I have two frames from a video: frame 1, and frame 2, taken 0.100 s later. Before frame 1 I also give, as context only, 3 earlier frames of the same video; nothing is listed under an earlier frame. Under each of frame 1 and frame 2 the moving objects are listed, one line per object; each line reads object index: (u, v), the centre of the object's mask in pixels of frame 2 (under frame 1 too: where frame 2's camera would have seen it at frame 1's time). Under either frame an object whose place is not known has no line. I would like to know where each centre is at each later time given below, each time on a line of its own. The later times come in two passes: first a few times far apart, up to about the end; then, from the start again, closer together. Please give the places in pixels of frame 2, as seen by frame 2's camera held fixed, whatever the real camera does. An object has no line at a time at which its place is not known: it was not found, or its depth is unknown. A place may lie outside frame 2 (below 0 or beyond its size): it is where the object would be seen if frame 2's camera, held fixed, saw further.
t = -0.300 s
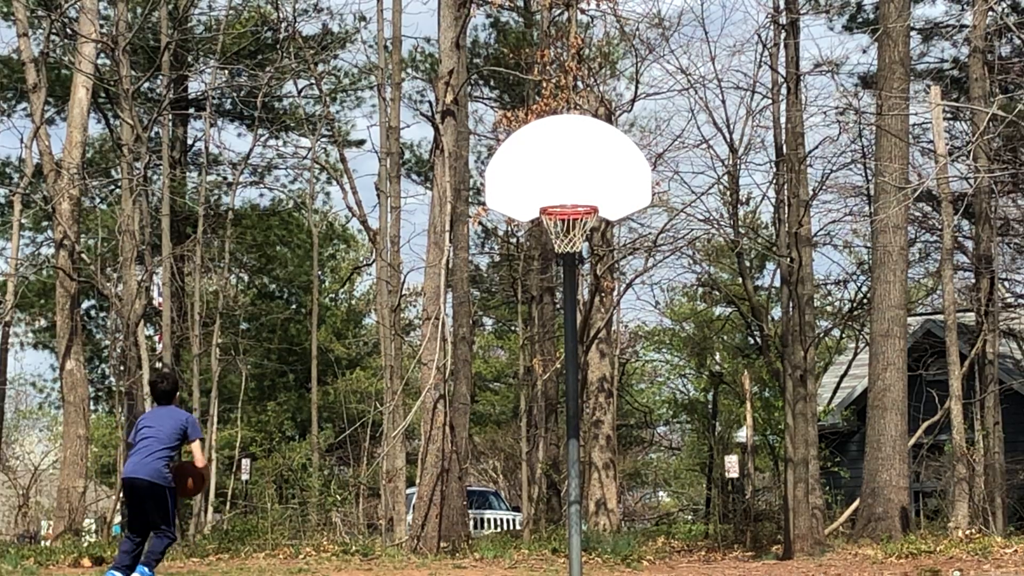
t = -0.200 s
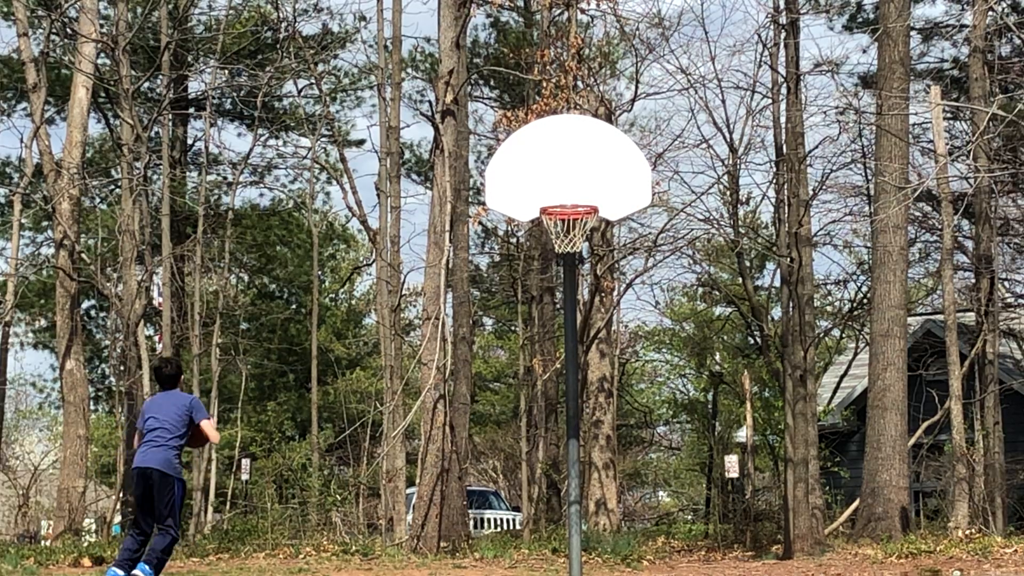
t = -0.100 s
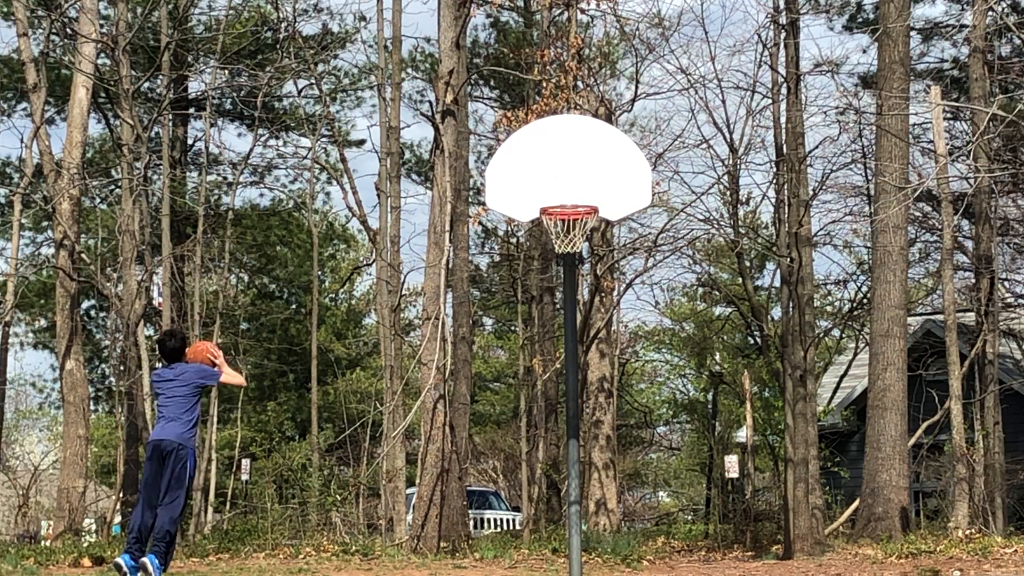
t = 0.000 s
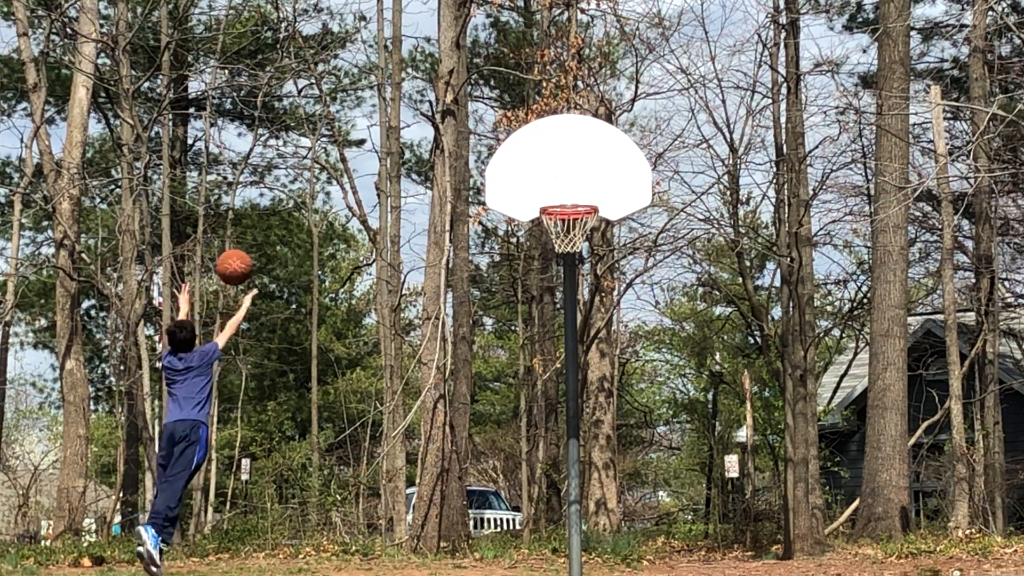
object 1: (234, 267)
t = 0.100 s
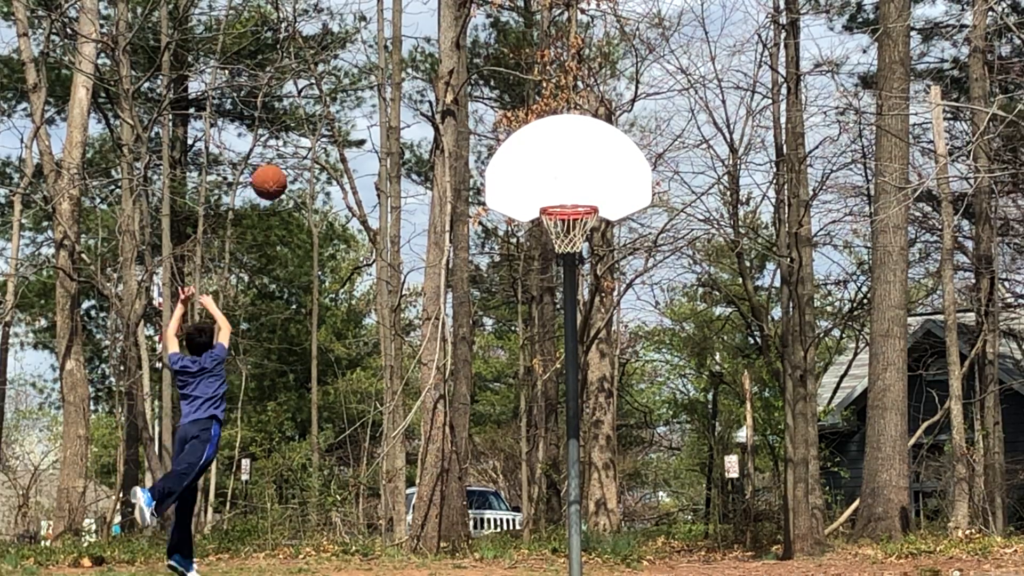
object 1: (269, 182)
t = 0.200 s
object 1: (302, 115)
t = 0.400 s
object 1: (364, 31)
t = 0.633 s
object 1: (429, 9)
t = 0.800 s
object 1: (473, 29)
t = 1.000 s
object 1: (521, 100)
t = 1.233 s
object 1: (569, 206)
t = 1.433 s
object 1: (574, 228)
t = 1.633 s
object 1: (567, 245)
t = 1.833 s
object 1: (562, 314)
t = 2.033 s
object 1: (558, 431)
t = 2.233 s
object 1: (555, 547)
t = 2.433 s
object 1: (545, 431)
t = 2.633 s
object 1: (537, 365)
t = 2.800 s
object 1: (531, 348)
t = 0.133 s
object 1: (281, 157)
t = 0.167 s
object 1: (291, 135)
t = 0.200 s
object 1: (302, 115)
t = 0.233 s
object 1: (313, 96)
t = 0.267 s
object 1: (324, 79)
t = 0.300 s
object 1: (334, 65)
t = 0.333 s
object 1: (344, 52)
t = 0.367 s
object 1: (354, 41)
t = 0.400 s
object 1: (364, 31)
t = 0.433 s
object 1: (374, 22)
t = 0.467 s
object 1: (383, 16)
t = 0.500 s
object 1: (393, 13)
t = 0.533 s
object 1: (402, 11)
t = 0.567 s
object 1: (411, 9)
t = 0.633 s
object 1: (429, 9)
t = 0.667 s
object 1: (438, 10)
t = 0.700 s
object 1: (447, 13)
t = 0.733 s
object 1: (455, 16)
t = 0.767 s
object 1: (464, 22)
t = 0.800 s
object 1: (473, 29)
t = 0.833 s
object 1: (481, 38)
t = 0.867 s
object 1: (489, 48)
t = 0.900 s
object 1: (497, 59)
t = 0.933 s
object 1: (506, 71)
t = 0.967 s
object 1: (513, 85)
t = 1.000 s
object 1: (521, 100)
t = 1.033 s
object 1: (529, 116)
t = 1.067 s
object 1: (537, 133)
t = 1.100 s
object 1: (544, 151)
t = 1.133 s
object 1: (552, 170)
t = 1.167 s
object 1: (558, 186)
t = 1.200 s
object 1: (563, 195)
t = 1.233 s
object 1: (569, 206)
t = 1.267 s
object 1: (573, 225)
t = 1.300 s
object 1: (576, 228)
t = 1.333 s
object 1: (578, 228)
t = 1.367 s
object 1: (577, 229)
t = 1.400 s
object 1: (575, 231)
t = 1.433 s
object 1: (574, 228)
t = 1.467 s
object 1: (573, 226)
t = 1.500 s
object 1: (572, 226)
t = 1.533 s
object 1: (570, 228)
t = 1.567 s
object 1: (569, 233)
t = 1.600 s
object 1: (568, 238)
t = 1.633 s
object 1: (567, 245)
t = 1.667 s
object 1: (566, 254)
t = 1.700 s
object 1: (565, 263)
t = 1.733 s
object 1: (564, 274)
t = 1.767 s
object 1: (563, 285)
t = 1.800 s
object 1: (563, 299)
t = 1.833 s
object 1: (562, 314)
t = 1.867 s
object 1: (561, 330)
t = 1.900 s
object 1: (561, 348)
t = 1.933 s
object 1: (560, 367)
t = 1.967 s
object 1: (559, 387)
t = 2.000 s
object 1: (559, 408)
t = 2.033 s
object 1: (558, 431)
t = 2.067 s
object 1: (558, 455)
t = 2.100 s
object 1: (558, 480)
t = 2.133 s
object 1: (557, 507)
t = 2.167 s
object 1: (557, 535)
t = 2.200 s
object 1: (557, 564)
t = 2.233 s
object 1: (555, 547)
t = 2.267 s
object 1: (554, 524)
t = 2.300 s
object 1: (552, 503)
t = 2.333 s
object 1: (550, 483)
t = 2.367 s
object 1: (549, 464)
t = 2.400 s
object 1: (547, 447)
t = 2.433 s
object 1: (545, 431)
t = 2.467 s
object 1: (544, 417)
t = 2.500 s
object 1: (543, 404)
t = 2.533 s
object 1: (541, 392)
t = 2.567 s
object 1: (540, 382)
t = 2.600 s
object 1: (539, 373)
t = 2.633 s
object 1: (537, 365)
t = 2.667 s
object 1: (536, 359)
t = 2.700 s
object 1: (534, 354)
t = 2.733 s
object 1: (534, 351)
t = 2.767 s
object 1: (533, 348)
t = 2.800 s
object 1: (531, 348)
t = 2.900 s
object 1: (528, 352)
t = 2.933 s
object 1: (527, 357)
